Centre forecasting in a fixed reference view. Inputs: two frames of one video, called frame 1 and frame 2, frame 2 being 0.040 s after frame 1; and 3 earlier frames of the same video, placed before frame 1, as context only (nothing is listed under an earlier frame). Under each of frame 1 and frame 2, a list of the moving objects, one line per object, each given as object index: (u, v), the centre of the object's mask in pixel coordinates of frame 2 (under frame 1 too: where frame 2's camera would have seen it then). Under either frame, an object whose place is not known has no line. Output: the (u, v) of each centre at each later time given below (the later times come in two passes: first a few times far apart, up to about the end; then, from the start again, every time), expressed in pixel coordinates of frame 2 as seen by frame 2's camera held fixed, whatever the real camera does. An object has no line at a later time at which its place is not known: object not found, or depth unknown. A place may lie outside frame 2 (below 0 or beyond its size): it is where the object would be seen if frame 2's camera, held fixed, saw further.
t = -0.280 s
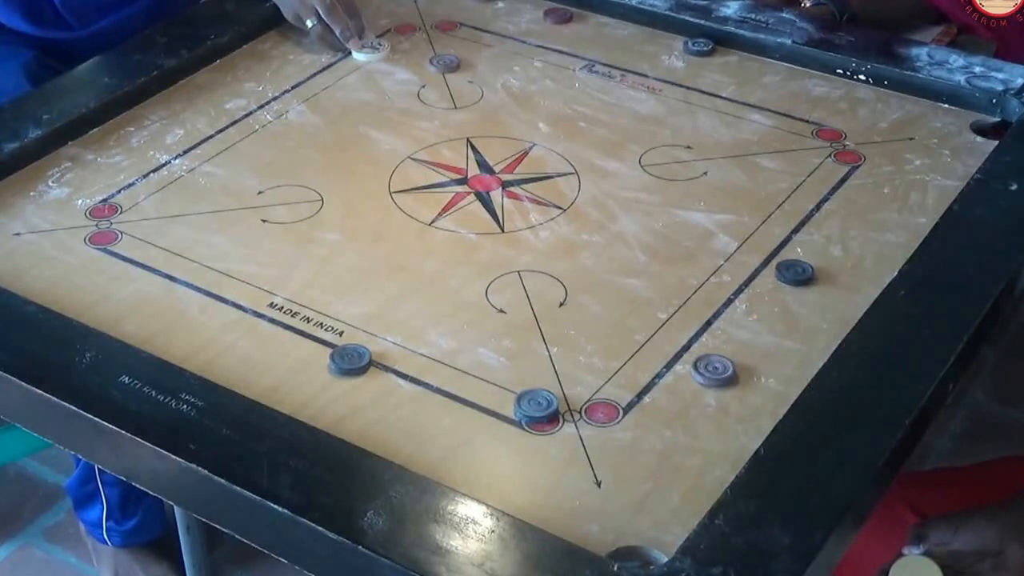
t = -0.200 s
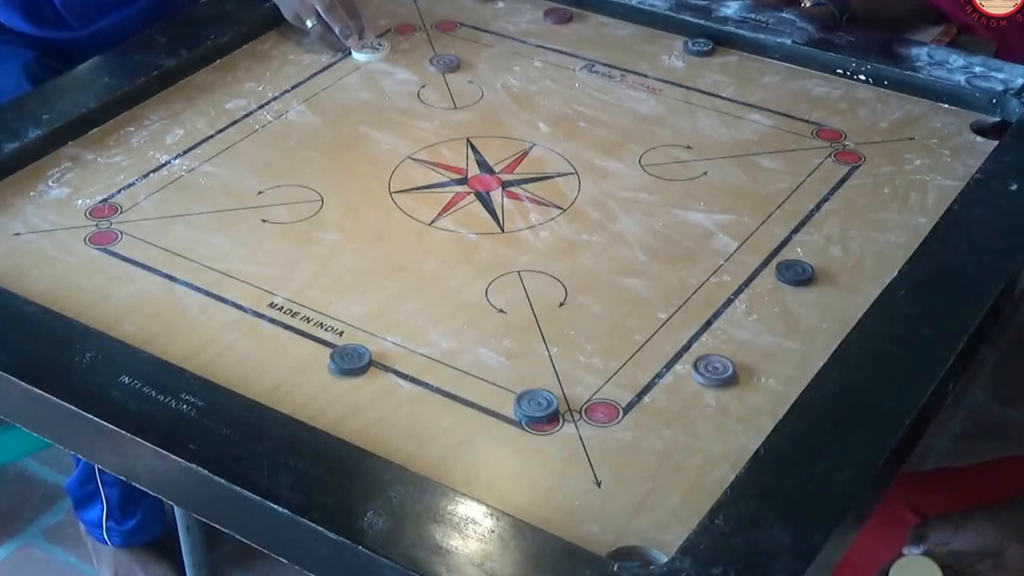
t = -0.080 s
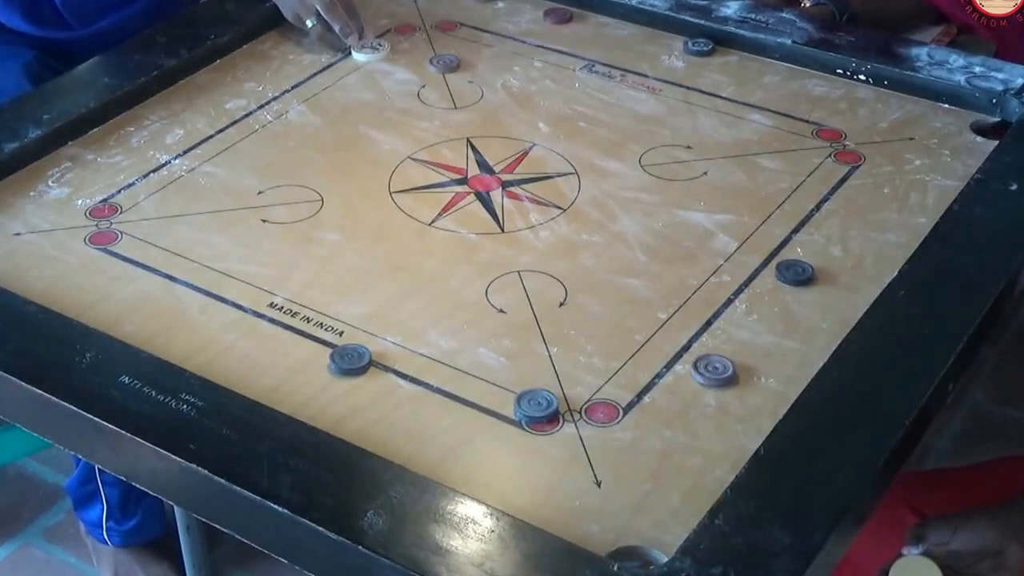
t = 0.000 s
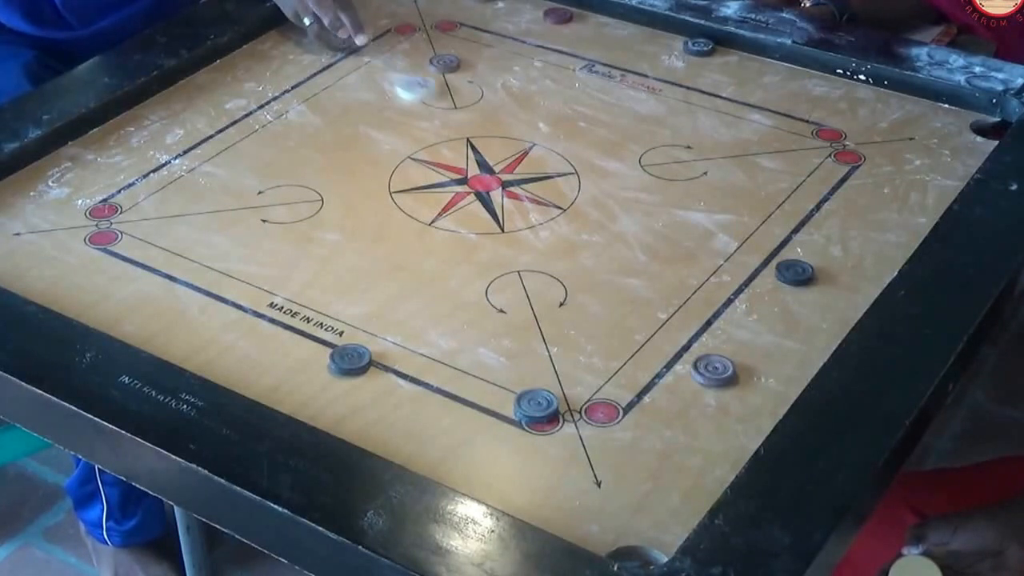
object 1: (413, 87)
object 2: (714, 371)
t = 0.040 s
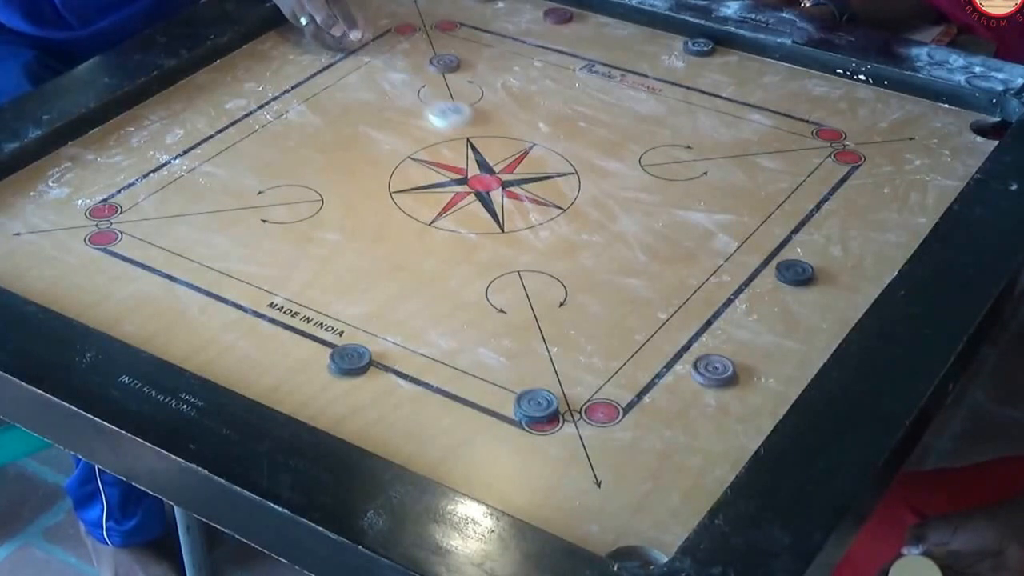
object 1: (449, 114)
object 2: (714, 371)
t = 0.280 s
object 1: (673, 296)
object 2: (714, 371)
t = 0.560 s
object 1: (610, 332)
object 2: (656, 481)
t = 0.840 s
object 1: (438, 291)
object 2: (631, 529)
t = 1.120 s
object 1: (377, 280)
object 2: (631, 529)
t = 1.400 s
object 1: (375, 280)
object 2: (630, 529)
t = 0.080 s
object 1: (483, 140)
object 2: (714, 371)
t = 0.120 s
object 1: (518, 170)
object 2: (714, 371)
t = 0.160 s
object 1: (555, 201)
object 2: (714, 371)
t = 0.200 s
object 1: (593, 231)
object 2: (714, 371)
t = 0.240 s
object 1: (633, 262)
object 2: (714, 371)
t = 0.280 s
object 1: (673, 296)
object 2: (714, 371)
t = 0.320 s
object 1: (716, 330)
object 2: (714, 371)
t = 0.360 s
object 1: (762, 361)
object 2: (707, 384)
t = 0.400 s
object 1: (773, 374)
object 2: (695, 406)
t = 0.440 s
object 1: (728, 362)
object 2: (684, 427)
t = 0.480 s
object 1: (686, 352)
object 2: (673, 447)
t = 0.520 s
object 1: (646, 341)
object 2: (664, 465)
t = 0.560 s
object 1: (610, 332)
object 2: (656, 481)
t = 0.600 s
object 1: (577, 324)
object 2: (648, 495)
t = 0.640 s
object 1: (547, 317)
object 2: (643, 507)
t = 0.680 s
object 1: (520, 311)
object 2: (638, 517)
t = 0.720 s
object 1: (496, 305)
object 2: (634, 523)
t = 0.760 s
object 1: (474, 300)
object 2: (632, 528)
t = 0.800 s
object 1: (455, 294)
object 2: (631, 529)
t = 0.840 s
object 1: (438, 291)
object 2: (631, 529)
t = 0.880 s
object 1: (423, 287)
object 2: (631, 529)
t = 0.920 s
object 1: (410, 285)
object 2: (631, 529)
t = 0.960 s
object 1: (399, 283)
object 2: (631, 529)
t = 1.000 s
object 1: (391, 282)
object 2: (631, 529)
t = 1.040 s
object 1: (385, 281)
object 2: (631, 529)
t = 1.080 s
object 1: (380, 280)
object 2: (631, 529)
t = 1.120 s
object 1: (377, 280)
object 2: (631, 529)
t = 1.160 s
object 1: (375, 279)
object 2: (631, 529)
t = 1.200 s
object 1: (375, 279)
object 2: (631, 529)
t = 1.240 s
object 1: (375, 279)
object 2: (631, 529)
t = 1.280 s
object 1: (375, 279)
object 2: (631, 529)
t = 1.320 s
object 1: (375, 279)
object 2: (631, 529)
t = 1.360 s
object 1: (375, 279)
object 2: (630, 529)
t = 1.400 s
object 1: (375, 280)
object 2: (630, 529)
